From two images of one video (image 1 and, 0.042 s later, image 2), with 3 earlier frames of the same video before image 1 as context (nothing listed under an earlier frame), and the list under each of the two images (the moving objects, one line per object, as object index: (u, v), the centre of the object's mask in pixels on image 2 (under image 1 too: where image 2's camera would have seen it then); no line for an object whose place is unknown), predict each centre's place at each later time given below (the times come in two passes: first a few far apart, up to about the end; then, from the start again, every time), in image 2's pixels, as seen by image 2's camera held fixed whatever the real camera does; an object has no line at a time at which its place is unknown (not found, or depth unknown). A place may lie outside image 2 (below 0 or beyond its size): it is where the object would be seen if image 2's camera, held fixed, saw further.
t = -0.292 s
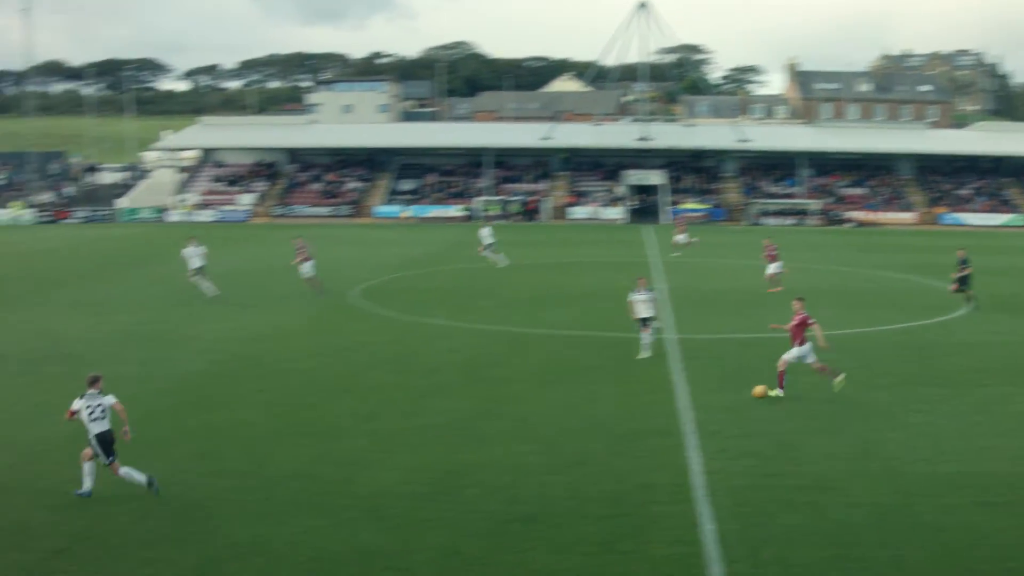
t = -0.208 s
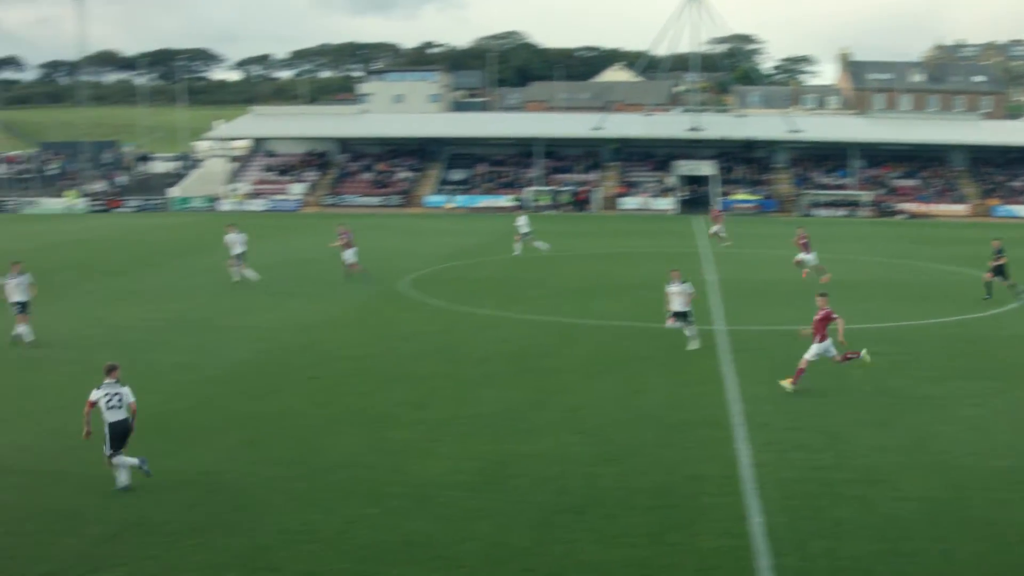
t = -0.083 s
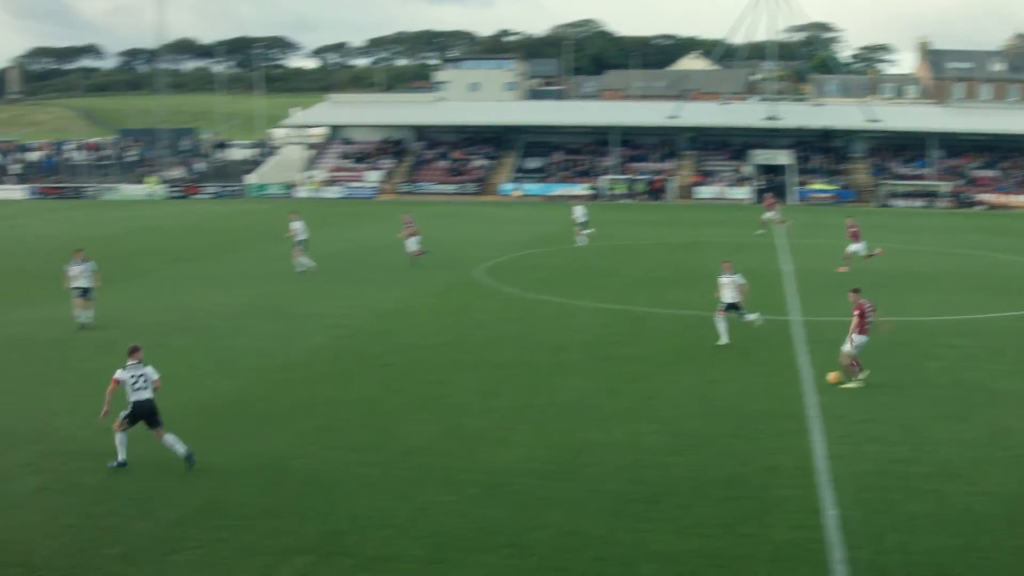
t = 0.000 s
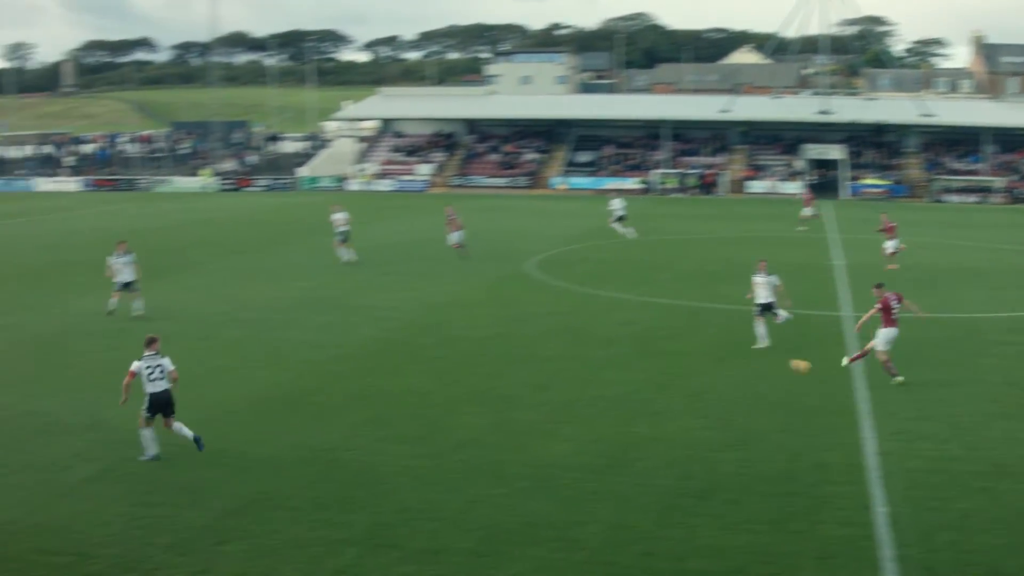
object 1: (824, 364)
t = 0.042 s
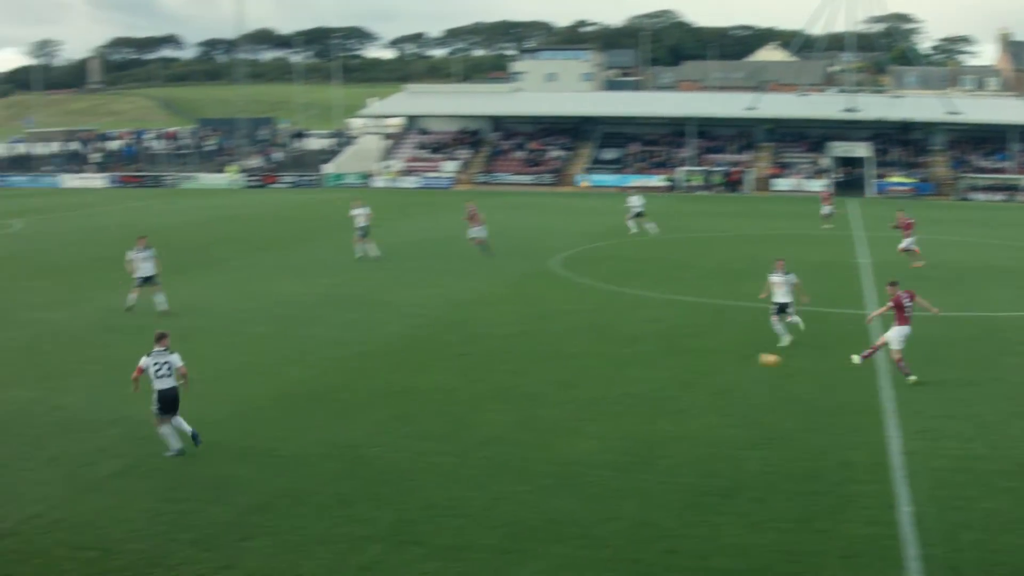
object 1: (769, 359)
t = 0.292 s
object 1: (458, 360)
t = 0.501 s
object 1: (232, 378)
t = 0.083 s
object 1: (714, 356)
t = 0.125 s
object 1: (661, 355)
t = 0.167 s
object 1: (609, 354)
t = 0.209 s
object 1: (558, 355)
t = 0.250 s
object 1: (507, 358)
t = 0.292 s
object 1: (458, 360)
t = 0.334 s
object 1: (412, 363)
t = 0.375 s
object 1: (366, 369)
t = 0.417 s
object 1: (320, 375)
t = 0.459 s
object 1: (273, 381)
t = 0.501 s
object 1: (232, 378)
